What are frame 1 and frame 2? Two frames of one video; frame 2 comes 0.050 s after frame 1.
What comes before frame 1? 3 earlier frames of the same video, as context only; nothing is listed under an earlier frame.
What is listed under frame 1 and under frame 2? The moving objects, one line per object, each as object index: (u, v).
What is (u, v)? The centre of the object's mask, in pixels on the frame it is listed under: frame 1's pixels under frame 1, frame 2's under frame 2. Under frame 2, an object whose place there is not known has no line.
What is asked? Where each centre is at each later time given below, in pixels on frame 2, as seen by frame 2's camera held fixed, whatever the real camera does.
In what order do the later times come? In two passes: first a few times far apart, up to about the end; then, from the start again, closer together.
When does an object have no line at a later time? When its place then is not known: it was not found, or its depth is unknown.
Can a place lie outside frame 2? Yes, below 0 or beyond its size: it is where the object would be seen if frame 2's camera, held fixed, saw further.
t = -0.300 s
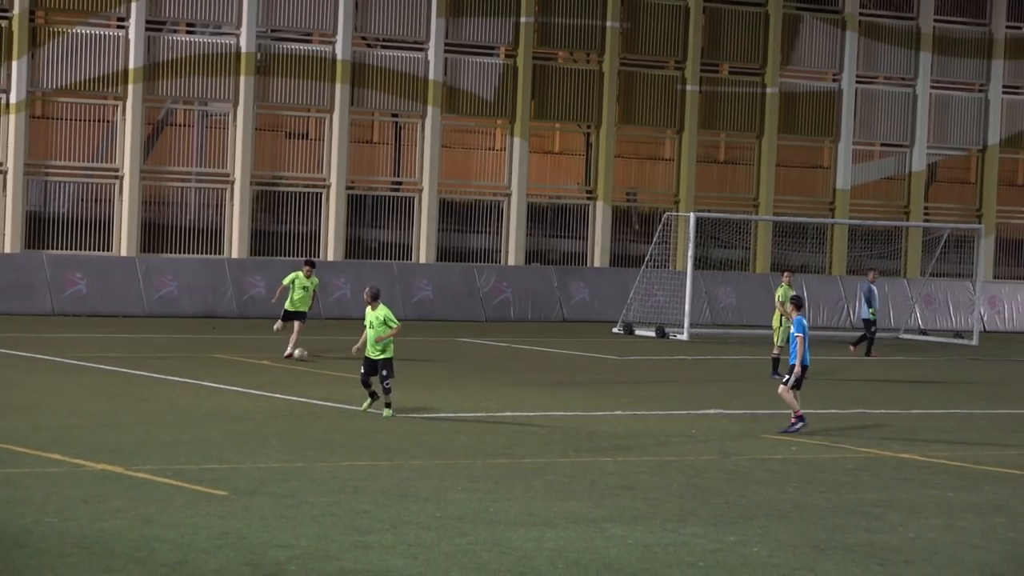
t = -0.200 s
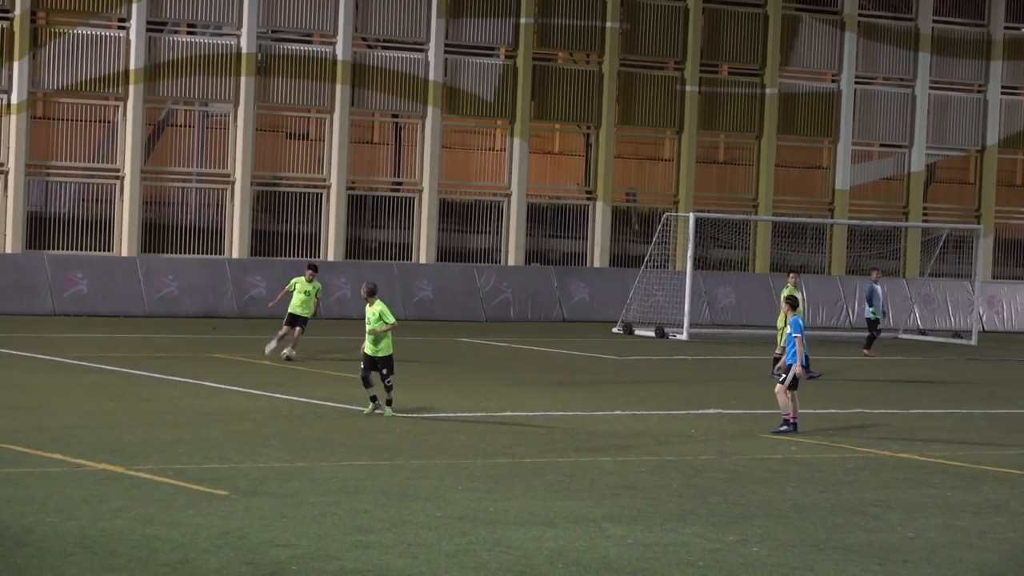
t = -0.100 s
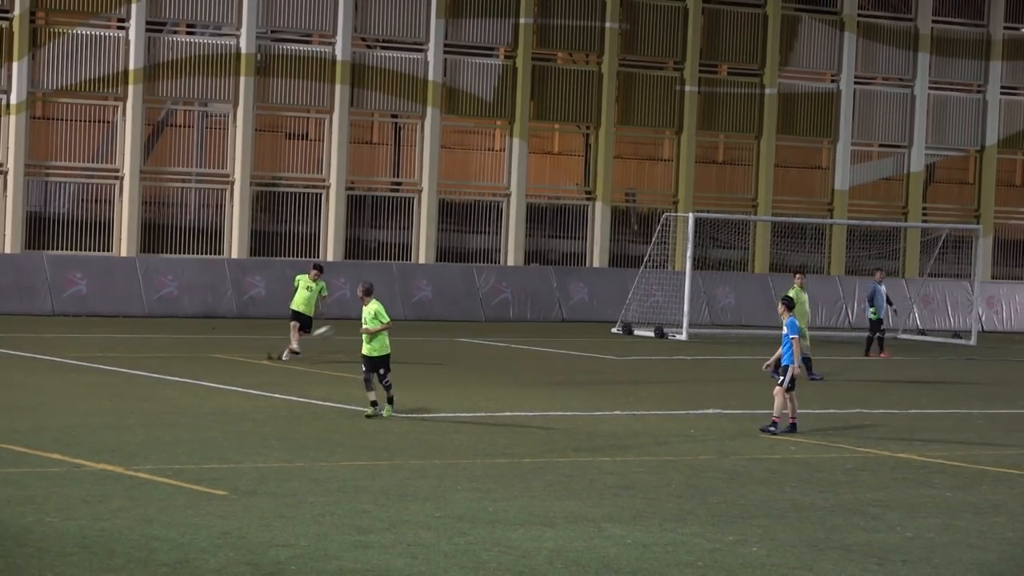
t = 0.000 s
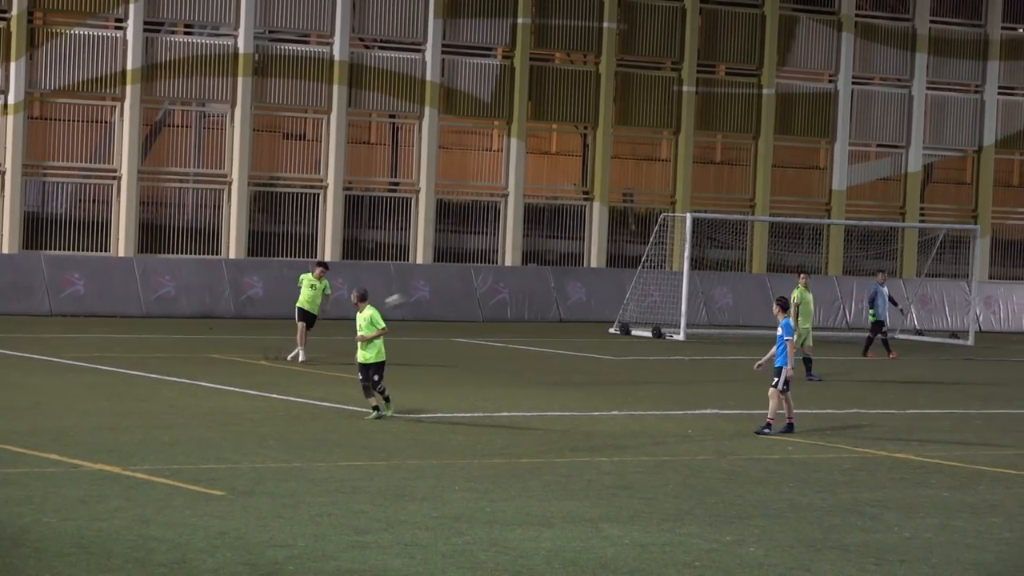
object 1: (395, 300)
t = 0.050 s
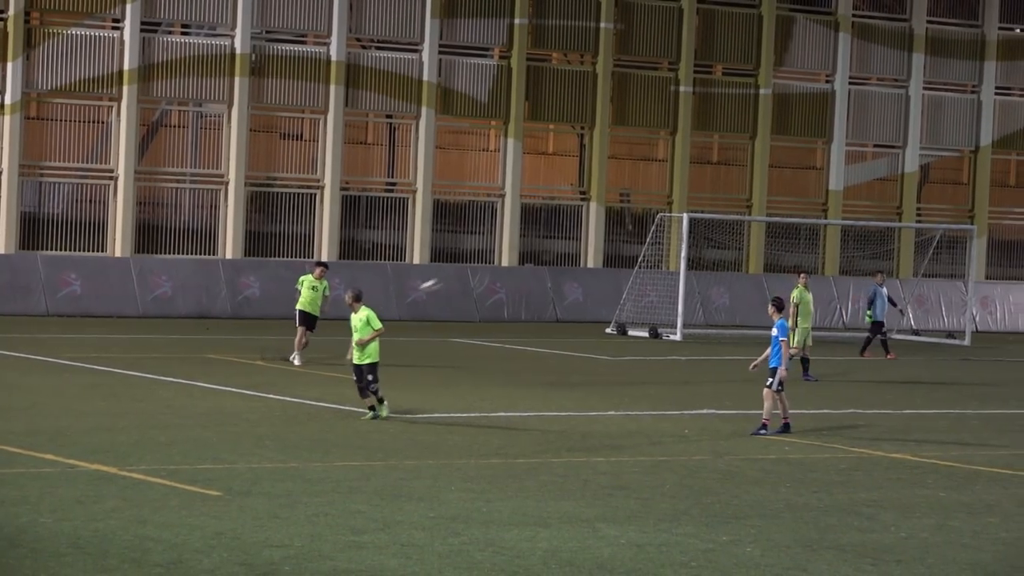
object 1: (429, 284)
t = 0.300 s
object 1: (637, 228)
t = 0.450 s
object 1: (778, 211)
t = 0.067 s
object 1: (443, 280)
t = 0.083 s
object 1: (456, 276)
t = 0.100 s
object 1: (470, 272)
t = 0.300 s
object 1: (637, 228)
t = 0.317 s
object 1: (652, 225)
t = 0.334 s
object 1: (667, 223)
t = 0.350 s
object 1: (683, 222)
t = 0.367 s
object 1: (698, 219)
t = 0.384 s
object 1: (712, 216)
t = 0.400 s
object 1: (729, 215)
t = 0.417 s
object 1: (745, 214)
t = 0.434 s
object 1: (762, 212)
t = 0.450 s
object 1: (778, 211)
